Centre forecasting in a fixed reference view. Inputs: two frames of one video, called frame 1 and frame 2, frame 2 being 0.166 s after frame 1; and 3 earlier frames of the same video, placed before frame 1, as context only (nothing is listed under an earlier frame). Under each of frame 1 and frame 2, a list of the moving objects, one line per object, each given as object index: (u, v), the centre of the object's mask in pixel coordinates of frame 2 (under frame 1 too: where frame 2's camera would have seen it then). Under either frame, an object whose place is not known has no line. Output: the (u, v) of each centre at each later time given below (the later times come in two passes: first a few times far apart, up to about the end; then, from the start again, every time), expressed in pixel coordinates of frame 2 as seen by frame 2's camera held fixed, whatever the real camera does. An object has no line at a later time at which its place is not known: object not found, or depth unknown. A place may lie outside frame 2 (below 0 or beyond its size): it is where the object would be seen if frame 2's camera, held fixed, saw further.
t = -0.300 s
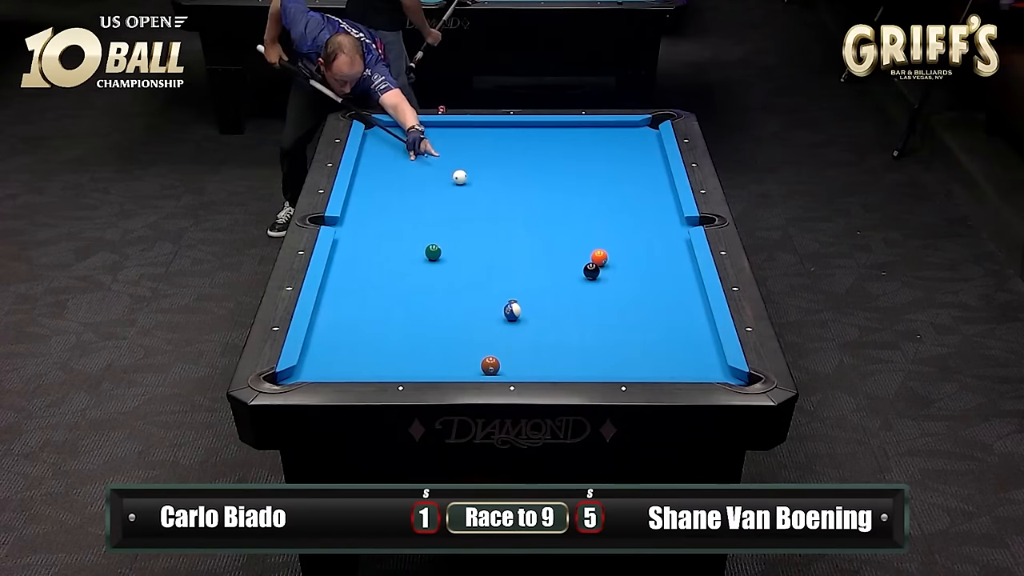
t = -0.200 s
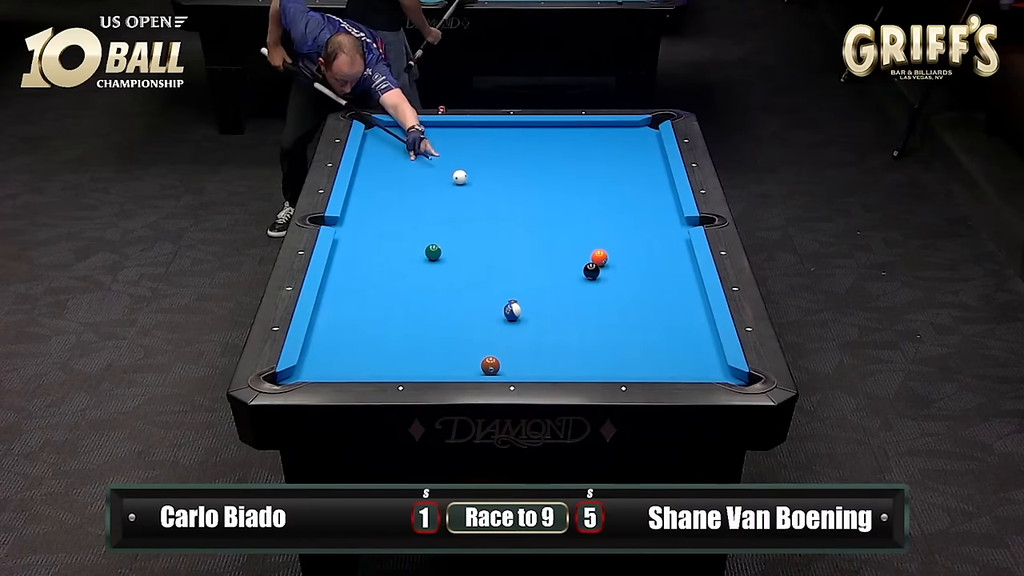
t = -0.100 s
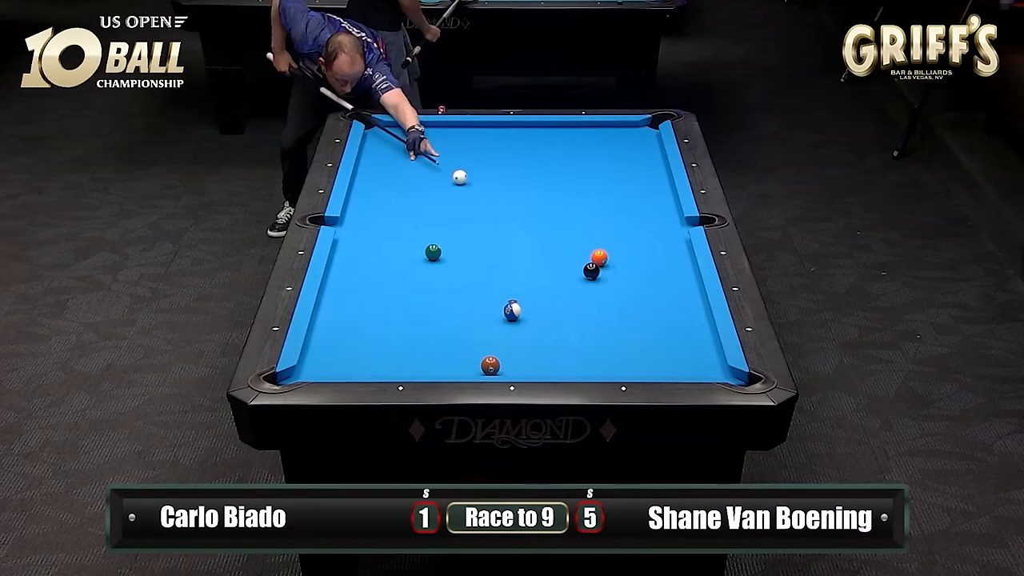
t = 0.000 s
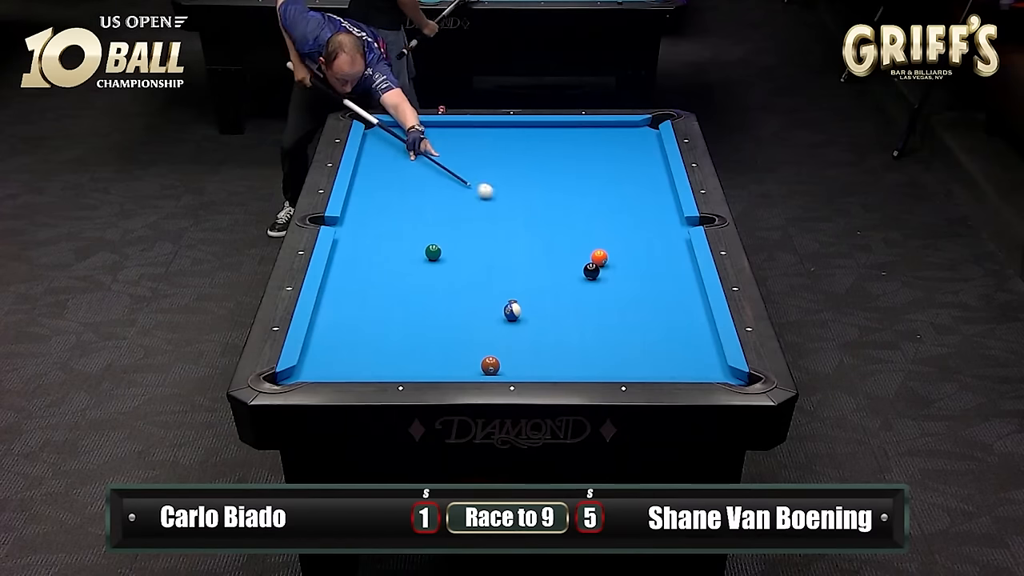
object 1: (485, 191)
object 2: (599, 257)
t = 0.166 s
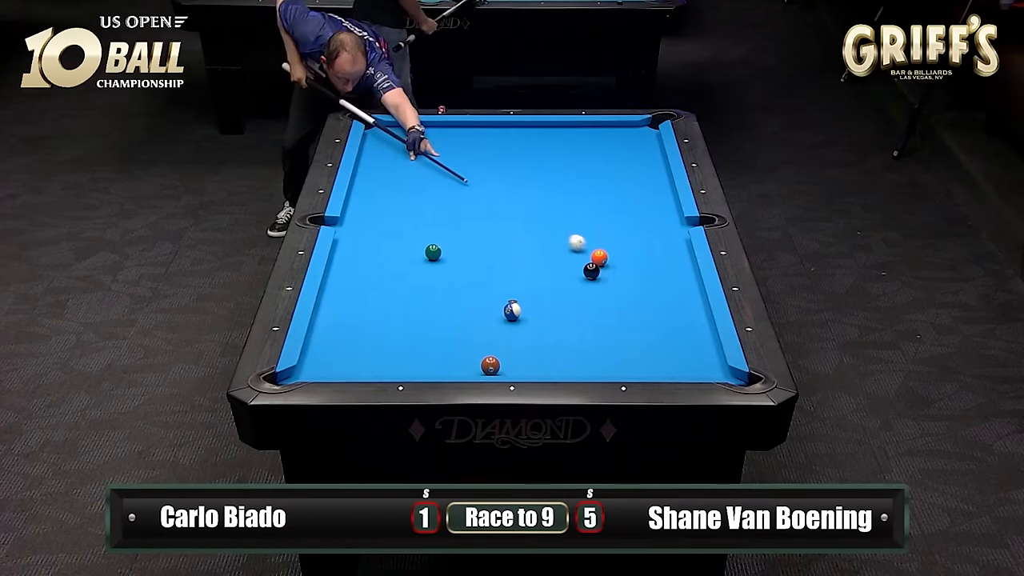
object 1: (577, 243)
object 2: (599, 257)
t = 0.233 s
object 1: (601, 251)
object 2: (612, 270)
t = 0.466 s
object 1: (644, 250)
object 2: (699, 355)
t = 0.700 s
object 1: (683, 249)
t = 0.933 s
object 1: (661, 245)
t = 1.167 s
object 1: (641, 241)
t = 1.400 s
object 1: (622, 237)
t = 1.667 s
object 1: (602, 233)
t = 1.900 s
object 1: (587, 230)
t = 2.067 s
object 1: (574, 228)
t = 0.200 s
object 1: (593, 250)
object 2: (601, 259)
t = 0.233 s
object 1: (601, 251)
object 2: (612, 270)
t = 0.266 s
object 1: (608, 251)
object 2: (624, 282)
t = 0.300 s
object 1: (611, 251)
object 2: (630, 287)
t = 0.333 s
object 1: (617, 251)
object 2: (642, 299)
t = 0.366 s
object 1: (627, 250)
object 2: (661, 318)
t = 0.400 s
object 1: (633, 250)
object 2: (674, 330)
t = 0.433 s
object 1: (639, 250)
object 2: (686, 342)
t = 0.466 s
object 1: (644, 250)
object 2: (699, 355)
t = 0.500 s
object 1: (650, 250)
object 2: (712, 367)
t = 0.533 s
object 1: (656, 250)
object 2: (727, 377)
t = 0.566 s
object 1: (662, 249)
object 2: (746, 384)
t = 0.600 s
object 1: (668, 249)
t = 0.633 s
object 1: (674, 249)
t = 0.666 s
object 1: (680, 249)
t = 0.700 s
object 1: (683, 249)
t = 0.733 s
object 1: (683, 248)
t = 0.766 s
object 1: (677, 248)
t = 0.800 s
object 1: (673, 247)
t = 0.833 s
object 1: (670, 246)
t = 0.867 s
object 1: (667, 246)
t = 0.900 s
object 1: (664, 245)
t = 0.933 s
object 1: (661, 245)
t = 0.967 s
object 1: (658, 244)
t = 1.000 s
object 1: (655, 243)
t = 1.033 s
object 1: (652, 243)
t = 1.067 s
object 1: (649, 242)
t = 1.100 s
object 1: (648, 242)
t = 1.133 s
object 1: (645, 241)
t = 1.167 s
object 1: (641, 241)
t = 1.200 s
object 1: (638, 240)
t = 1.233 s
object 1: (635, 240)
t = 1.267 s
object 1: (632, 239)
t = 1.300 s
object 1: (630, 238)
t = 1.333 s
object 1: (627, 238)
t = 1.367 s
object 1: (624, 238)
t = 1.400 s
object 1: (622, 237)
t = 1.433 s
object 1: (619, 237)
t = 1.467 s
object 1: (617, 236)
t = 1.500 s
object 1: (615, 236)
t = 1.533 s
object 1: (613, 235)
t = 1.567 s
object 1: (609, 235)
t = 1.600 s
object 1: (606, 234)
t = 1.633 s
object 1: (604, 234)
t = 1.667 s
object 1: (602, 233)
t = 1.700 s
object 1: (599, 233)
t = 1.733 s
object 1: (597, 232)
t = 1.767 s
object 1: (594, 232)
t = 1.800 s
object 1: (592, 231)
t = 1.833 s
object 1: (590, 231)
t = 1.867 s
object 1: (588, 230)
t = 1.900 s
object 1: (587, 230)
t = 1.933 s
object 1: (584, 230)
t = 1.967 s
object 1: (581, 229)
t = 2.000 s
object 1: (579, 229)
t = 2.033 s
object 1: (577, 228)
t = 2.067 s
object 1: (574, 228)
